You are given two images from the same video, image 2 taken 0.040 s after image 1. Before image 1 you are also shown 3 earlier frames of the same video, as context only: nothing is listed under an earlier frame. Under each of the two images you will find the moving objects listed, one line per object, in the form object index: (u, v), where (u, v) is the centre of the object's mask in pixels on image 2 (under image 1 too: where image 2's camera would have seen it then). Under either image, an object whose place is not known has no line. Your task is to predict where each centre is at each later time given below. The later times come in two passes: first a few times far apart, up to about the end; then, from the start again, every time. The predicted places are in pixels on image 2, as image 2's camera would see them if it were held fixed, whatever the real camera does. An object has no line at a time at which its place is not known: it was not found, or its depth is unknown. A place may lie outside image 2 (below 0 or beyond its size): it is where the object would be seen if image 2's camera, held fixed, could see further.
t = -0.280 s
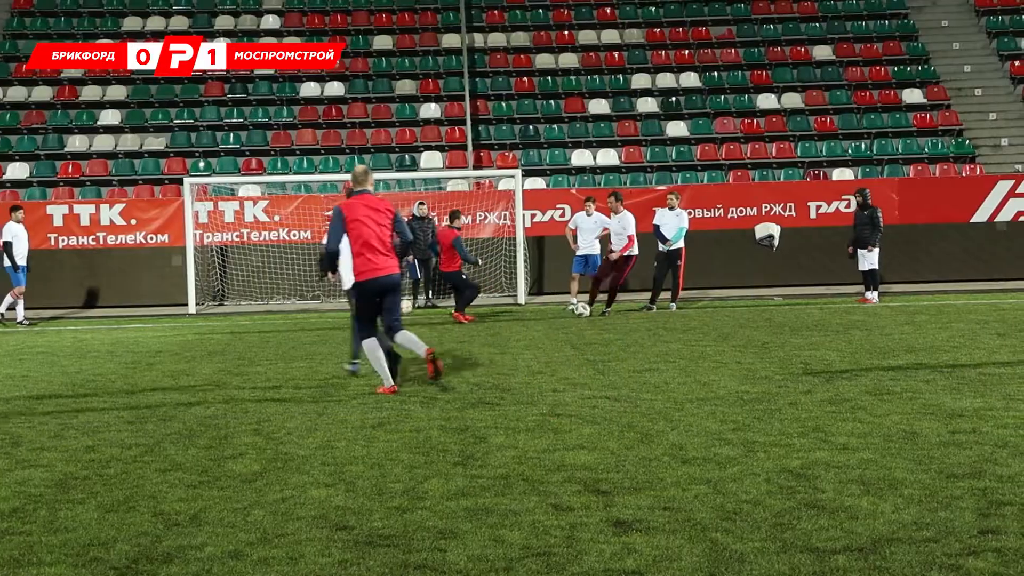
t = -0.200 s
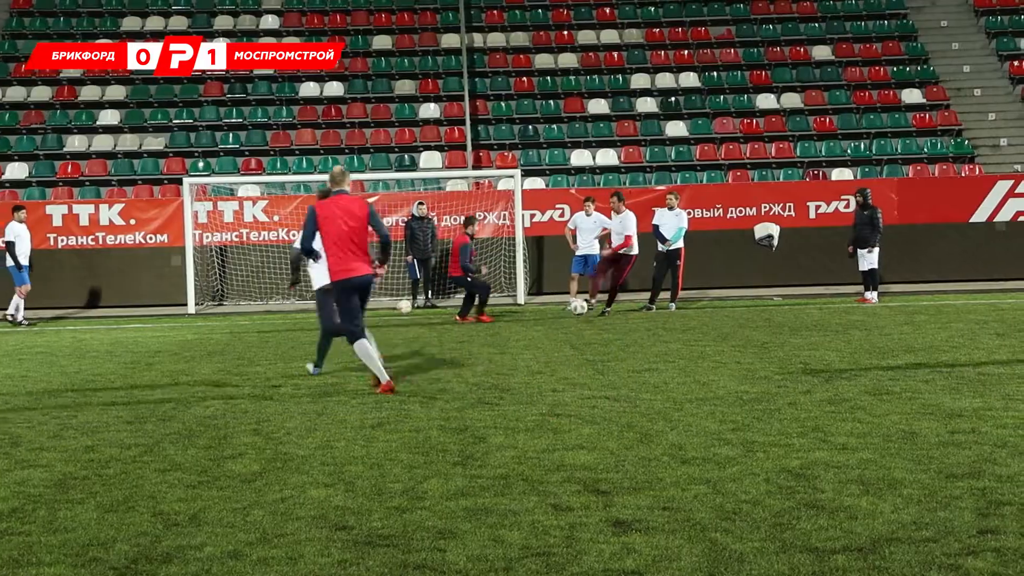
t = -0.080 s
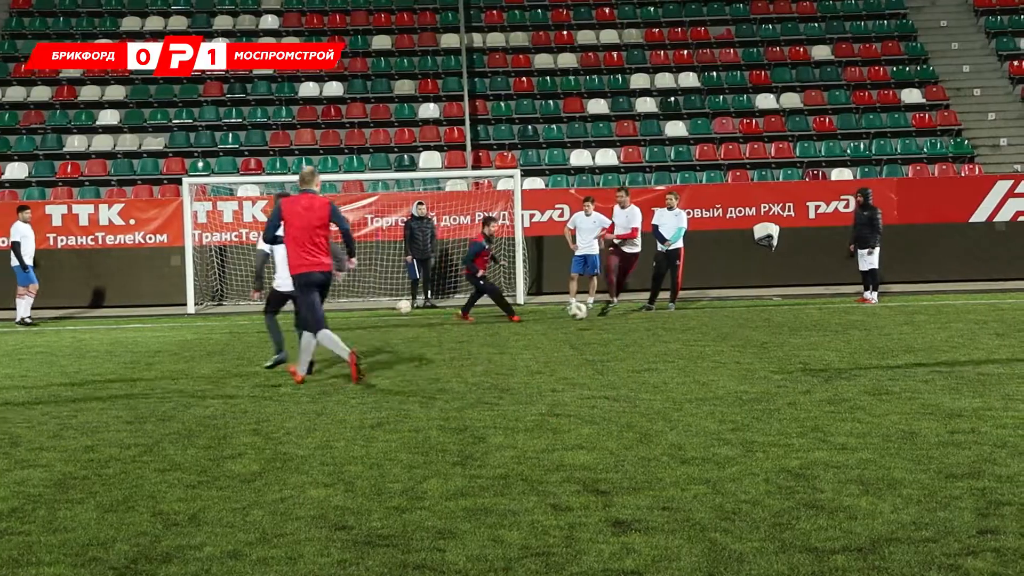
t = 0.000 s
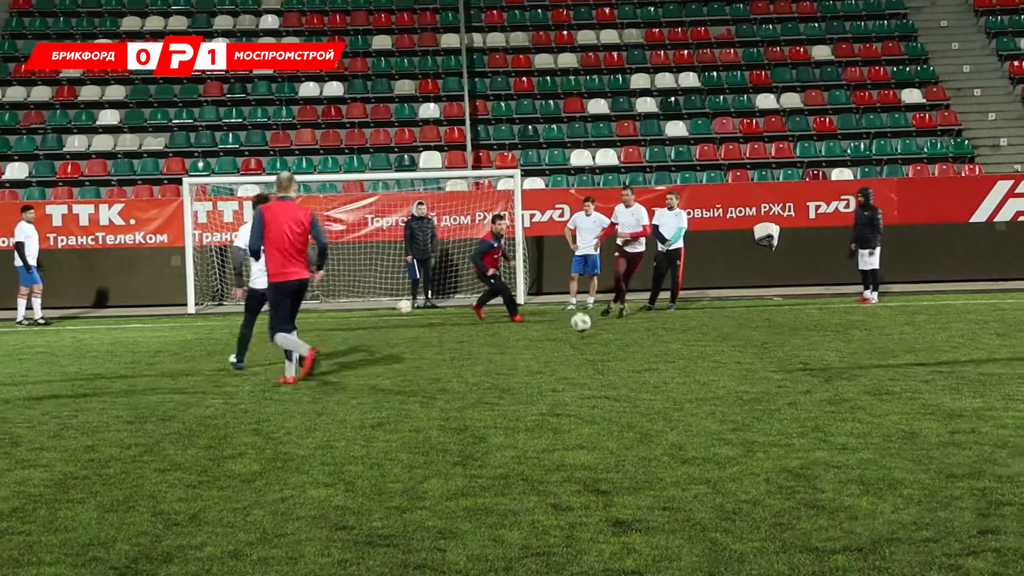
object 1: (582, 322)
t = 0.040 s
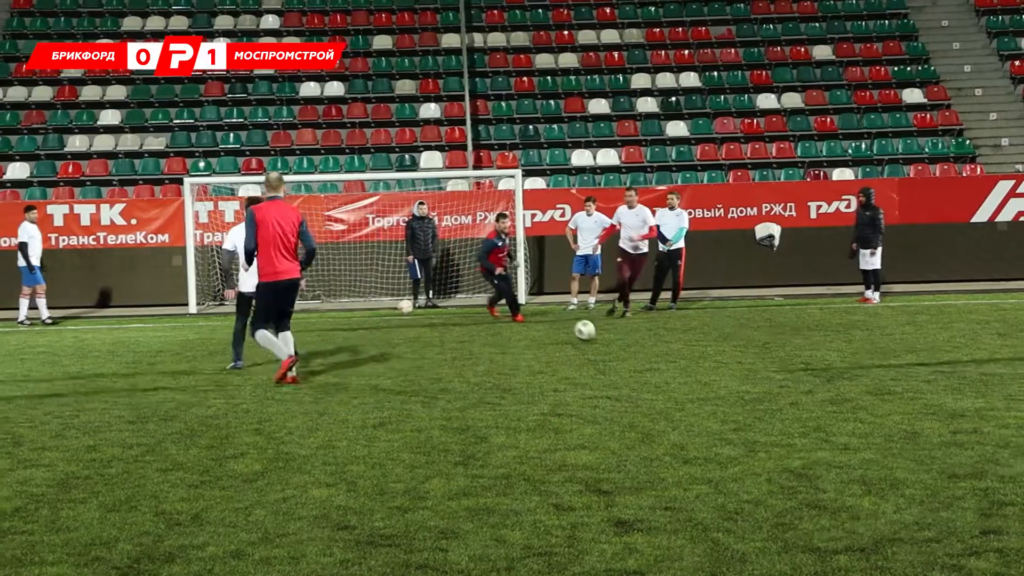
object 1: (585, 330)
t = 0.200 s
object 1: (601, 340)
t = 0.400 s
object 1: (635, 359)
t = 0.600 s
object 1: (684, 384)
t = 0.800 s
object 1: (752, 418)
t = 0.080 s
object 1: (588, 336)
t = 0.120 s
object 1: (591, 336)
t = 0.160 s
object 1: (595, 337)
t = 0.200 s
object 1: (601, 340)
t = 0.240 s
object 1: (607, 346)
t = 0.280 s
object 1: (614, 354)
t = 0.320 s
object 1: (620, 358)
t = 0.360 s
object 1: (627, 357)
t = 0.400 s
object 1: (635, 359)
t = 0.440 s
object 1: (643, 363)
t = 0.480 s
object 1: (652, 370)
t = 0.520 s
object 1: (662, 380)
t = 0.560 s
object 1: (673, 385)
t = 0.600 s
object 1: (684, 384)
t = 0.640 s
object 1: (695, 385)
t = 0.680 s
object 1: (708, 390)
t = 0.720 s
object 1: (722, 398)
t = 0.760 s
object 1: (737, 409)
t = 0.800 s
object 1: (752, 418)
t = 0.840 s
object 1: (767, 415)
